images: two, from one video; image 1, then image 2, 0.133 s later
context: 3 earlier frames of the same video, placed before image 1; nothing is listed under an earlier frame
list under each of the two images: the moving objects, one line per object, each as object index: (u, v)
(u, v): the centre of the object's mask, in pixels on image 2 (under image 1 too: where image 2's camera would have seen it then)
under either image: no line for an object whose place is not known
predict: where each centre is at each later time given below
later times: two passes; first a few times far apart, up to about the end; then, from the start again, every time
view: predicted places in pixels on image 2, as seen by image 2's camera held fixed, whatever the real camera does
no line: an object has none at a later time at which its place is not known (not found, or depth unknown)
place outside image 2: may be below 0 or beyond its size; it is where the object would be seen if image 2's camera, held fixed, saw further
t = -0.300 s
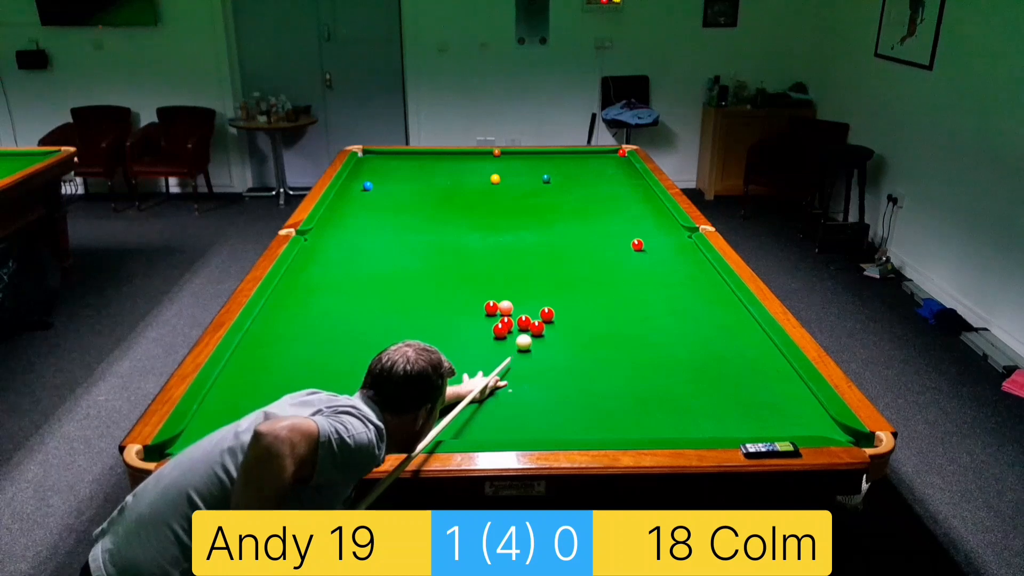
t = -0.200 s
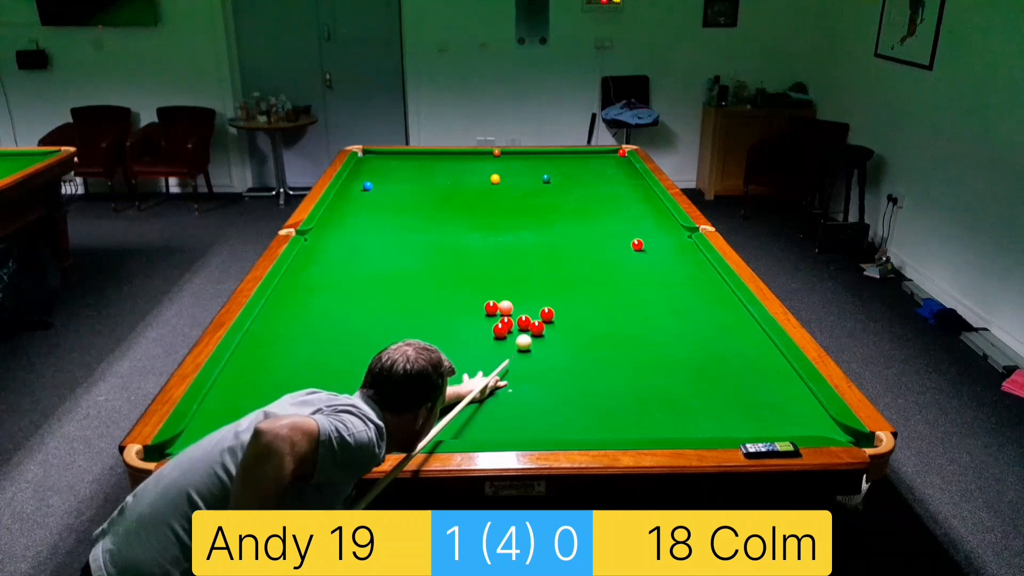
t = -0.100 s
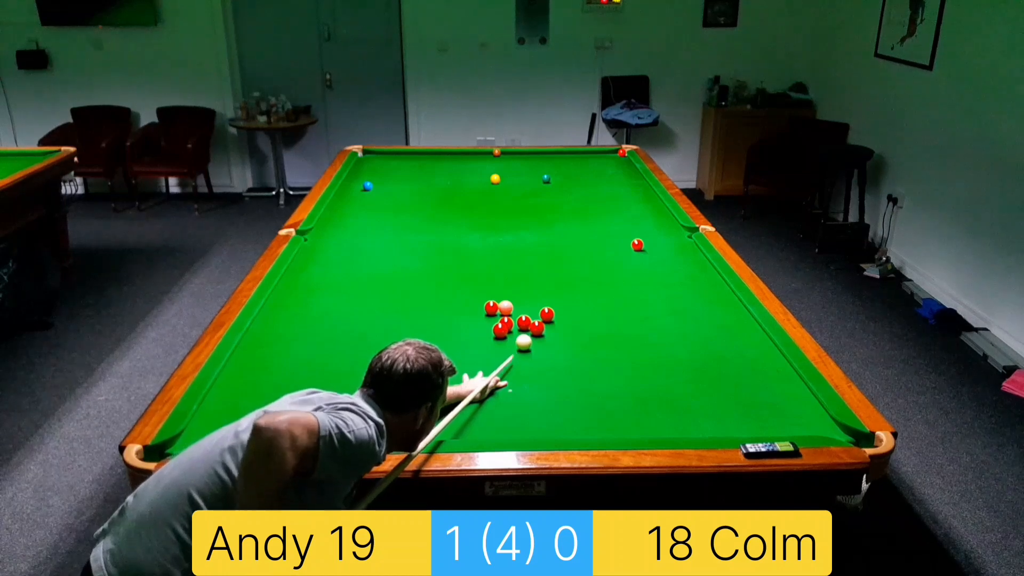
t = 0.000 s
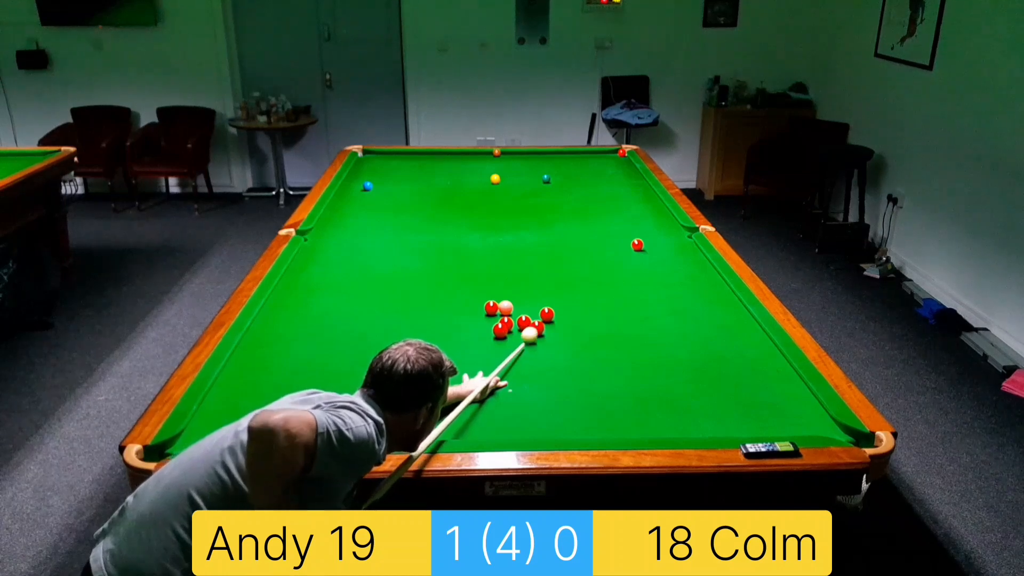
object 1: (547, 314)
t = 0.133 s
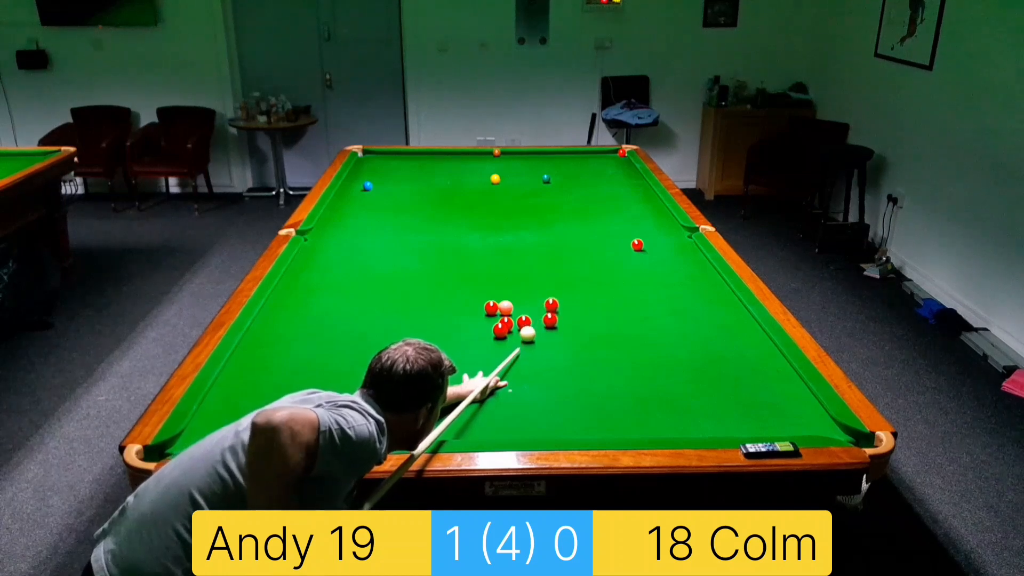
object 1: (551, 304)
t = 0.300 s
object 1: (559, 289)
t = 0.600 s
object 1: (570, 266)
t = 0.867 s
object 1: (578, 250)
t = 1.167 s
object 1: (586, 233)
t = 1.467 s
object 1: (593, 219)
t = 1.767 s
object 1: (599, 207)
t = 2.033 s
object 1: (603, 198)
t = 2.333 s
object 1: (608, 188)
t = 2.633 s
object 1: (612, 180)
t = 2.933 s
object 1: (615, 173)
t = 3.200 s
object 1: (618, 167)
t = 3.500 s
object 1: (621, 161)
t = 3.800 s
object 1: (623, 156)
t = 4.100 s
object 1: (619, 153)
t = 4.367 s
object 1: (613, 153)
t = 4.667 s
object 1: (609, 153)
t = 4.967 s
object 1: (606, 152)
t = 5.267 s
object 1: (604, 152)
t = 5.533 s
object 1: (603, 152)
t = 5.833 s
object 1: (604, 152)
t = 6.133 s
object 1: (604, 152)
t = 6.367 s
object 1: (604, 152)
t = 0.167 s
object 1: (553, 301)
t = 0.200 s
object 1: (555, 297)
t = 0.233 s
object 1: (556, 294)
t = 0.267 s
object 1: (558, 291)
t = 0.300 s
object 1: (559, 289)
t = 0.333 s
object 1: (560, 286)
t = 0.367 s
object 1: (562, 283)
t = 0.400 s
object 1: (563, 281)
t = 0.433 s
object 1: (564, 278)
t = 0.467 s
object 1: (565, 276)
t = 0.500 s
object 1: (567, 273)
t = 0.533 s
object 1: (568, 271)
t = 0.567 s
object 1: (569, 269)
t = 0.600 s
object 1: (570, 266)
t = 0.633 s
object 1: (571, 264)
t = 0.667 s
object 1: (572, 262)
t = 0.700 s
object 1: (573, 260)
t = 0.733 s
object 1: (574, 258)
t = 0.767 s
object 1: (575, 256)
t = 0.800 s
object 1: (576, 254)
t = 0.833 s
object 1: (577, 252)
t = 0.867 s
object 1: (578, 250)
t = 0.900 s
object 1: (579, 248)
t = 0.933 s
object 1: (580, 246)
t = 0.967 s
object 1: (581, 244)
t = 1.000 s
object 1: (582, 242)
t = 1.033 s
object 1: (583, 240)
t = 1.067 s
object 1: (583, 239)
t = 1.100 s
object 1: (584, 237)
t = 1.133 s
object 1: (585, 235)
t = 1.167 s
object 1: (586, 233)
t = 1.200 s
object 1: (587, 232)
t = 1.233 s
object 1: (588, 230)
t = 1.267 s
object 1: (588, 229)
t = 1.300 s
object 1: (589, 227)
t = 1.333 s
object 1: (590, 225)
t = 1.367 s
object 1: (591, 224)
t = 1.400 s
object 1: (591, 222)
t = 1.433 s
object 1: (592, 221)
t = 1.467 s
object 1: (593, 219)
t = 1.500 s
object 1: (593, 218)
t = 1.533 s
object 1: (594, 217)
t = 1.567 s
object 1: (595, 215)
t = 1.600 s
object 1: (595, 214)
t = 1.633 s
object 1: (596, 213)
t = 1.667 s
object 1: (597, 211)
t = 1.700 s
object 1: (597, 210)
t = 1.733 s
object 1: (598, 208)
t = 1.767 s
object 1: (599, 207)
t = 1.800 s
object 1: (599, 206)
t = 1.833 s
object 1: (600, 205)
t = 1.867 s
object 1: (600, 204)
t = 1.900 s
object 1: (601, 202)
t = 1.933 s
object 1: (601, 201)
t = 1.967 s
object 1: (602, 200)
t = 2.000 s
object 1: (603, 199)
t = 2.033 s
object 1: (603, 198)
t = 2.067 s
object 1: (604, 197)
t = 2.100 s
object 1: (604, 196)
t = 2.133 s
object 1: (605, 195)
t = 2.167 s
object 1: (605, 194)
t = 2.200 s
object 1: (606, 192)
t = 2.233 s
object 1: (606, 191)
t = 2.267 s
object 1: (607, 190)
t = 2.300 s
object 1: (607, 189)
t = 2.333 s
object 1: (608, 188)
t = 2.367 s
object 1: (608, 187)
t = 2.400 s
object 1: (608, 186)
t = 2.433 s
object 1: (609, 185)
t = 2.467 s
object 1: (609, 184)
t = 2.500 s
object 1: (610, 184)
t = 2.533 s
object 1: (610, 183)
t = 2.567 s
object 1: (611, 182)
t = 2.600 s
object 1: (611, 181)
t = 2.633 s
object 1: (612, 180)
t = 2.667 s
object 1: (612, 179)
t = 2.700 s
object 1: (612, 178)
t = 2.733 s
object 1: (613, 177)
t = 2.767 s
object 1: (613, 176)
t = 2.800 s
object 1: (614, 176)
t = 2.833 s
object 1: (614, 175)
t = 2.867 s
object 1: (614, 174)
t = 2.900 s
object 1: (615, 173)
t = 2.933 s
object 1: (615, 173)
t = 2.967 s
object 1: (615, 172)
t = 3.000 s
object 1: (616, 171)
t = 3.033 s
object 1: (616, 170)
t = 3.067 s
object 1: (616, 170)
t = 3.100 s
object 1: (617, 169)
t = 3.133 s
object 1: (617, 168)
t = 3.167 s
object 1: (618, 167)
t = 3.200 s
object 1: (618, 167)
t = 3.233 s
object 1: (618, 166)
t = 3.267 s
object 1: (618, 165)
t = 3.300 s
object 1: (619, 165)
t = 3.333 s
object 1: (619, 164)
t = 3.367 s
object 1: (619, 163)
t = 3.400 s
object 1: (620, 162)
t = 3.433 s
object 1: (620, 162)
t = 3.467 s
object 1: (620, 161)
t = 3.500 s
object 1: (621, 161)
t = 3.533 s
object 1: (621, 160)
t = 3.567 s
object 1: (621, 160)
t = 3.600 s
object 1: (621, 159)
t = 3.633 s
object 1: (622, 159)
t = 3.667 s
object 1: (622, 158)
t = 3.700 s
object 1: (622, 157)
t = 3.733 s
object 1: (622, 157)
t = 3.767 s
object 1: (623, 156)
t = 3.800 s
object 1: (623, 156)
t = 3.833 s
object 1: (622, 154)
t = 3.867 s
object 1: (622, 154)
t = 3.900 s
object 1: (622, 154)
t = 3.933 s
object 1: (621, 154)
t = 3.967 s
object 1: (621, 153)
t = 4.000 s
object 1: (620, 153)
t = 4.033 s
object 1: (620, 153)
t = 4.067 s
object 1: (620, 153)
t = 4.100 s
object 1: (619, 153)
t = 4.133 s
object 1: (619, 153)
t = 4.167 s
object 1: (616, 153)
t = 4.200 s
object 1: (616, 153)
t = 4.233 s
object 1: (615, 153)
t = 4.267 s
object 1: (615, 153)
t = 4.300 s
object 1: (614, 153)
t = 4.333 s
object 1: (614, 153)
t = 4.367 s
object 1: (613, 153)
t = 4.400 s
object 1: (612, 153)
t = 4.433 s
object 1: (612, 153)
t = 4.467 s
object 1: (611, 153)
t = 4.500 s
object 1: (611, 153)
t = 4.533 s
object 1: (610, 153)
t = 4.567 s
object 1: (610, 153)
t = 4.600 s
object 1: (610, 153)
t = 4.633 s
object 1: (609, 153)
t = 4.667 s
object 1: (609, 153)
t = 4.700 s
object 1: (608, 152)
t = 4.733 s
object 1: (608, 152)
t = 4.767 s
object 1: (608, 152)
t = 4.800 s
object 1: (607, 152)
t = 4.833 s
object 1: (607, 152)
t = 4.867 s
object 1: (607, 152)
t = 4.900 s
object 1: (606, 152)
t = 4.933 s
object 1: (606, 152)
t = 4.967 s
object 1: (606, 152)
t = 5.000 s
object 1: (606, 152)
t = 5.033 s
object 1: (605, 152)
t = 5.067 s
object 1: (605, 152)
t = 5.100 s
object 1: (605, 152)
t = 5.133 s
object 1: (604, 152)
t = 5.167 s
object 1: (604, 152)
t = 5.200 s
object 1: (604, 152)
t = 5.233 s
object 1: (604, 152)
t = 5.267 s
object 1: (604, 152)
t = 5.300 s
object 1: (604, 152)
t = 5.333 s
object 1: (604, 152)
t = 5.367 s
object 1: (604, 152)
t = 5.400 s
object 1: (604, 152)
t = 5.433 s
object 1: (604, 152)
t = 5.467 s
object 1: (604, 152)
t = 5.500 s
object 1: (604, 152)
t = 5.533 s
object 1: (603, 152)
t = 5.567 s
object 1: (603, 152)
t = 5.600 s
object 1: (603, 152)
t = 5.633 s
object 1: (603, 152)
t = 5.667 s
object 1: (604, 152)
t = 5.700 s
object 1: (604, 152)
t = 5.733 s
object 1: (604, 152)
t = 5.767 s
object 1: (604, 152)
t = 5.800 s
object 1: (604, 152)
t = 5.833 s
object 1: (604, 152)
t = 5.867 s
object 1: (604, 152)
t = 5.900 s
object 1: (604, 152)
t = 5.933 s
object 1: (604, 152)
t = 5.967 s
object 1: (604, 152)
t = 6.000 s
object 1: (604, 152)
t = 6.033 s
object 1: (604, 152)
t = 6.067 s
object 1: (604, 152)
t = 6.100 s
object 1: (604, 152)
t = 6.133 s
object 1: (604, 152)
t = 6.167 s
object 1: (604, 152)
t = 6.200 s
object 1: (604, 152)
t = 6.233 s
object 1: (604, 152)
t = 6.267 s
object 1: (604, 152)
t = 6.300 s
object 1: (604, 152)
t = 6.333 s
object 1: (603, 152)
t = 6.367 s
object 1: (604, 152)
